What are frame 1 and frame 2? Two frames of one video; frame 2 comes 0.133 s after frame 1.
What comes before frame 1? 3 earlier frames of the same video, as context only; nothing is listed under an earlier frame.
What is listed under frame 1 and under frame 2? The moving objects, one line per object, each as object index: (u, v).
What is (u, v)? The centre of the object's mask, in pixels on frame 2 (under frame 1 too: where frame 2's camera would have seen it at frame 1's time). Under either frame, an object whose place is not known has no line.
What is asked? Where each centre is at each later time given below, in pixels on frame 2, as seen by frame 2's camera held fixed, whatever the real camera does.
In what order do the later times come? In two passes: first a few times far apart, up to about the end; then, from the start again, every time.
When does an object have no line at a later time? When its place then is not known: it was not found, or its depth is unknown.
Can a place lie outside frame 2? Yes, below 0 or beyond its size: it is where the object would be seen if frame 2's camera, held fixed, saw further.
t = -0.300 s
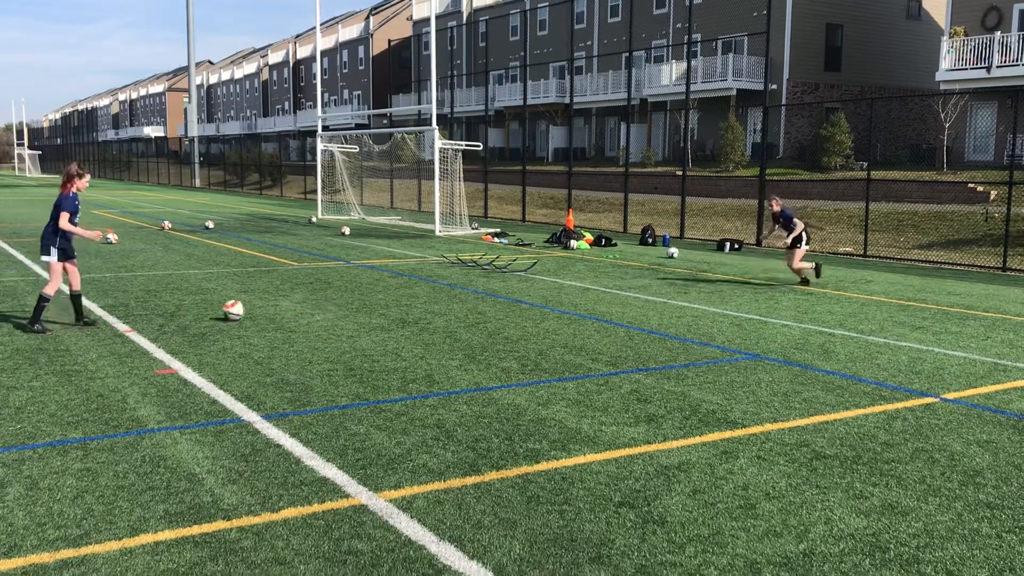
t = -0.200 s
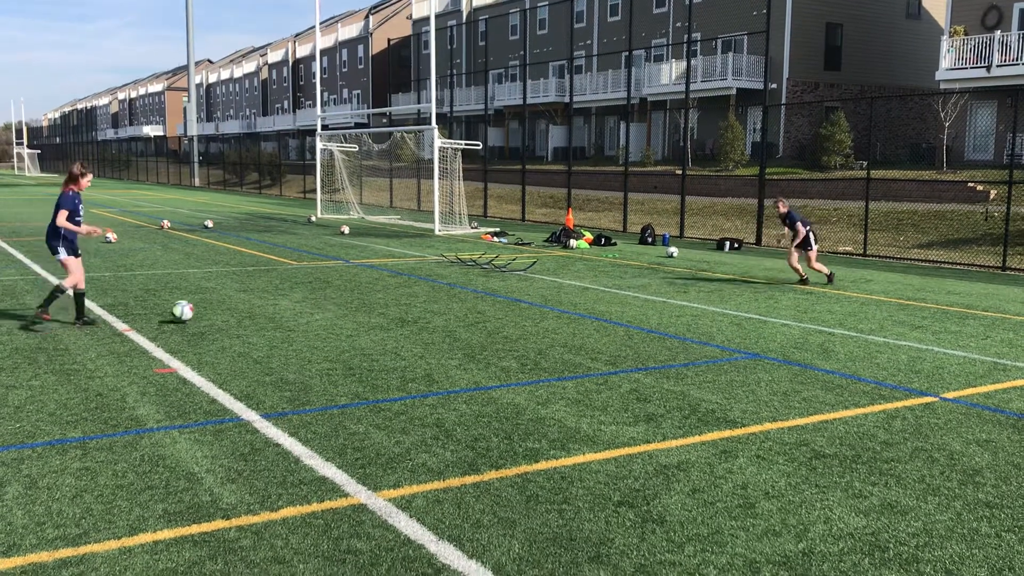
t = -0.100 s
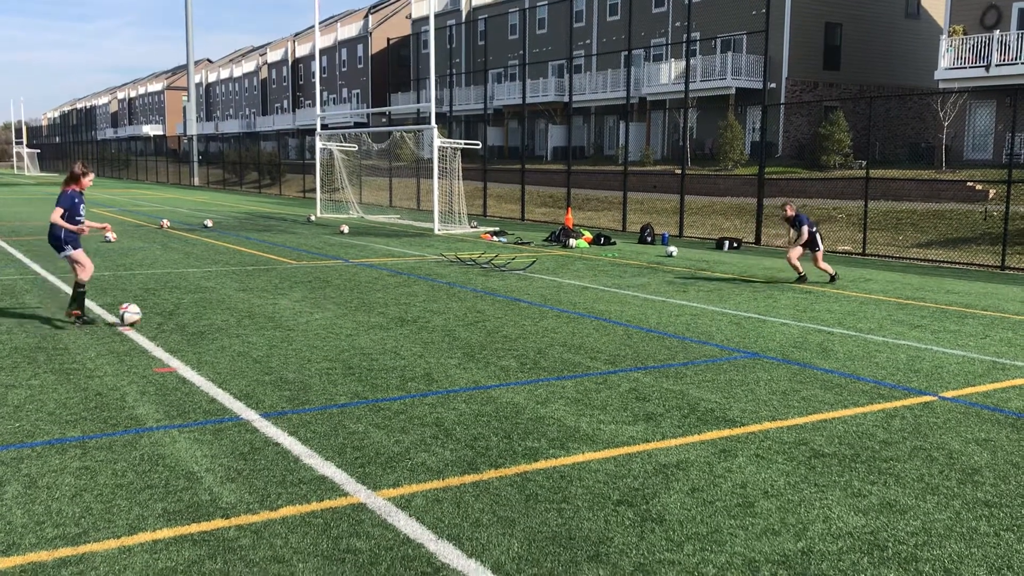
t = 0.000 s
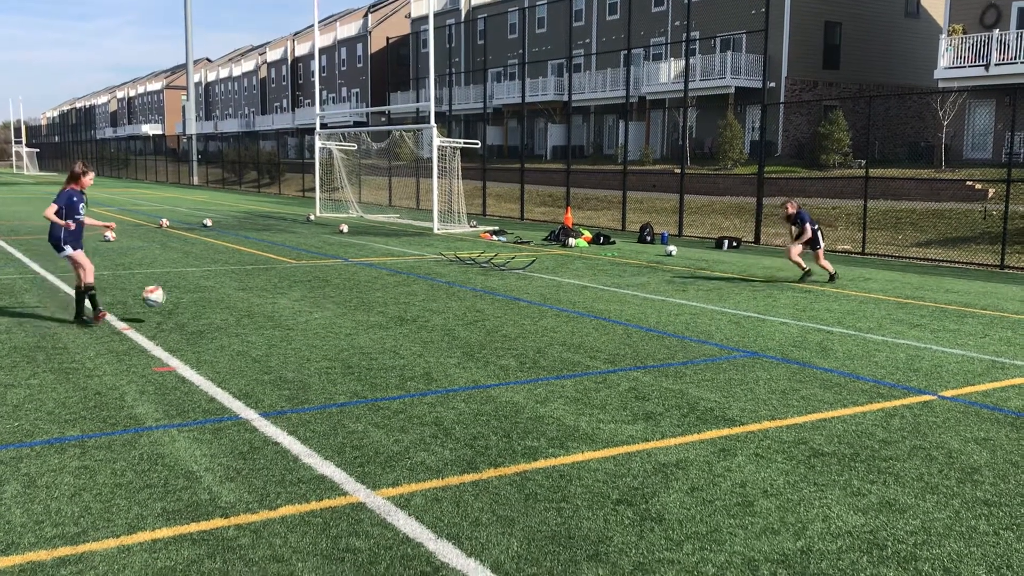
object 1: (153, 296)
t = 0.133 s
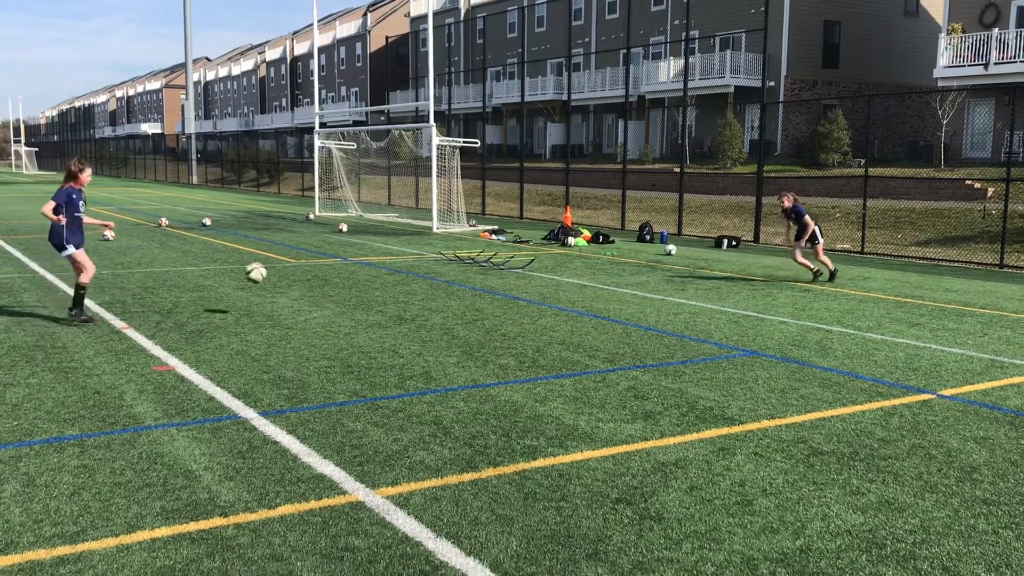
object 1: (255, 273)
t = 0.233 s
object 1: (327, 267)
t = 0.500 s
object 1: (486, 292)
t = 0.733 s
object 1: (564, 275)
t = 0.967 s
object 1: (628, 285)
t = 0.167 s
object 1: (280, 270)
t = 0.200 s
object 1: (304, 268)
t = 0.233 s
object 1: (327, 267)
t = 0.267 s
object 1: (349, 266)
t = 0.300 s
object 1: (369, 268)
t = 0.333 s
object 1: (391, 270)
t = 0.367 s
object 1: (411, 272)
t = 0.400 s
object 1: (430, 276)
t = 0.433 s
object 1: (449, 281)
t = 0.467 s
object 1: (468, 286)
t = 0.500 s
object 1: (486, 292)
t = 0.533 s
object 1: (500, 292)
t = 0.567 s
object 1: (510, 287)
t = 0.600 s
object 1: (521, 282)
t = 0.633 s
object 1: (532, 279)
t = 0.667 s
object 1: (543, 277)
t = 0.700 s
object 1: (554, 275)
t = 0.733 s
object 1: (564, 275)
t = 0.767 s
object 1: (574, 275)
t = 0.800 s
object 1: (584, 278)
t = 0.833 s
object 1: (594, 279)
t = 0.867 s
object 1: (603, 281)
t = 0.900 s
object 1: (612, 285)
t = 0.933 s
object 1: (621, 287)
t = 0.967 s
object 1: (628, 285)
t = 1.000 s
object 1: (635, 282)
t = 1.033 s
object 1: (643, 281)
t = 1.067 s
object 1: (650, 281)
